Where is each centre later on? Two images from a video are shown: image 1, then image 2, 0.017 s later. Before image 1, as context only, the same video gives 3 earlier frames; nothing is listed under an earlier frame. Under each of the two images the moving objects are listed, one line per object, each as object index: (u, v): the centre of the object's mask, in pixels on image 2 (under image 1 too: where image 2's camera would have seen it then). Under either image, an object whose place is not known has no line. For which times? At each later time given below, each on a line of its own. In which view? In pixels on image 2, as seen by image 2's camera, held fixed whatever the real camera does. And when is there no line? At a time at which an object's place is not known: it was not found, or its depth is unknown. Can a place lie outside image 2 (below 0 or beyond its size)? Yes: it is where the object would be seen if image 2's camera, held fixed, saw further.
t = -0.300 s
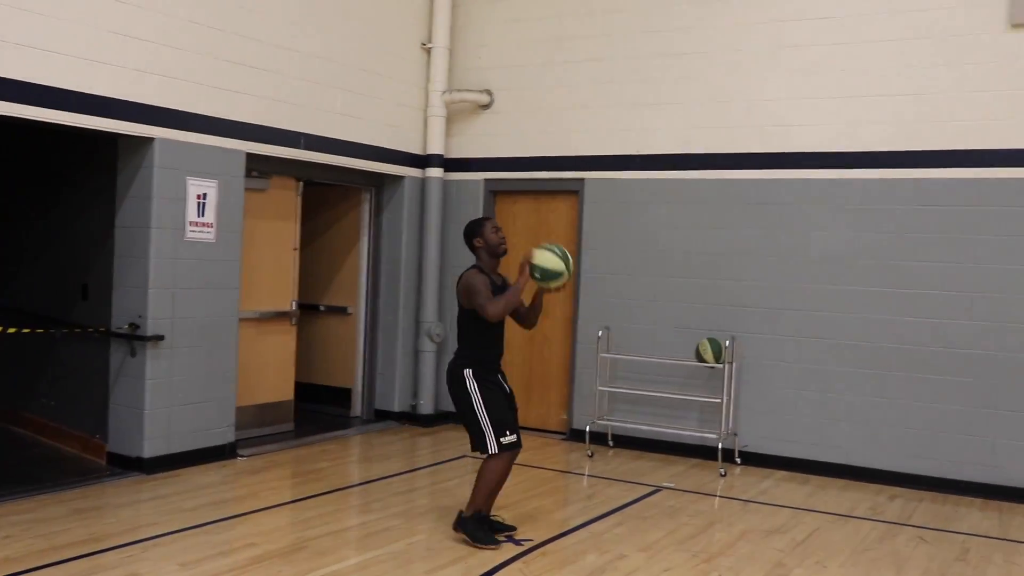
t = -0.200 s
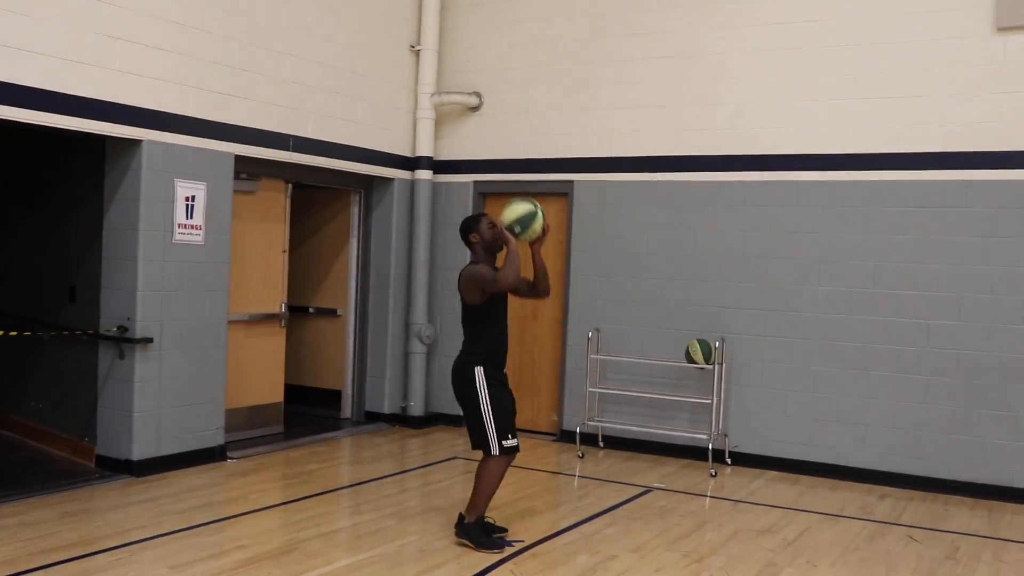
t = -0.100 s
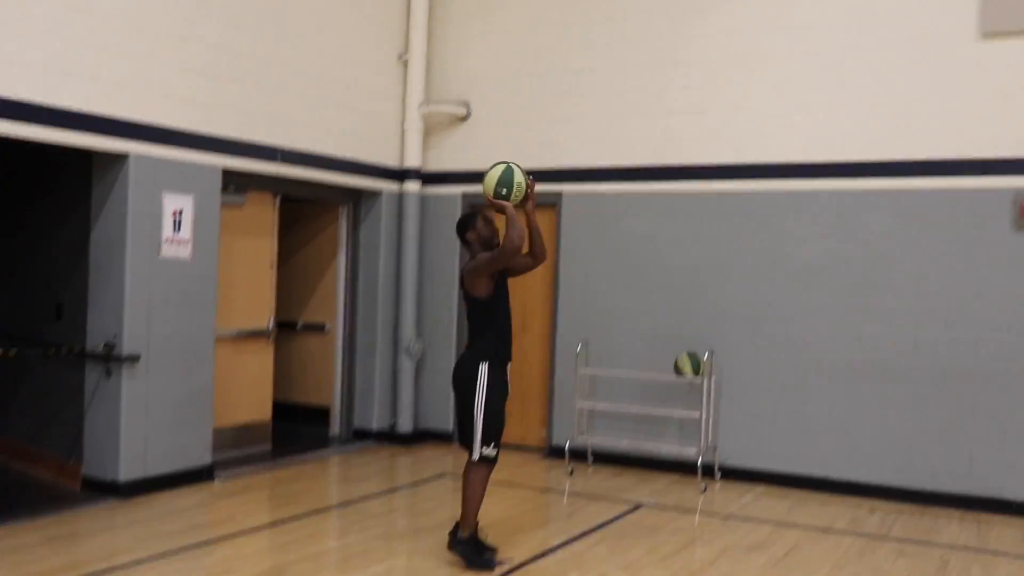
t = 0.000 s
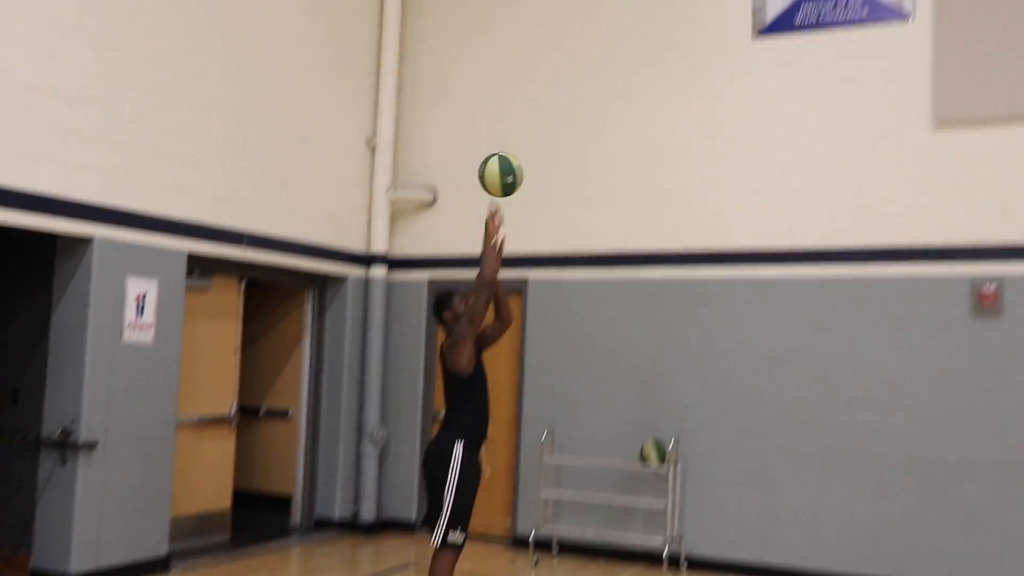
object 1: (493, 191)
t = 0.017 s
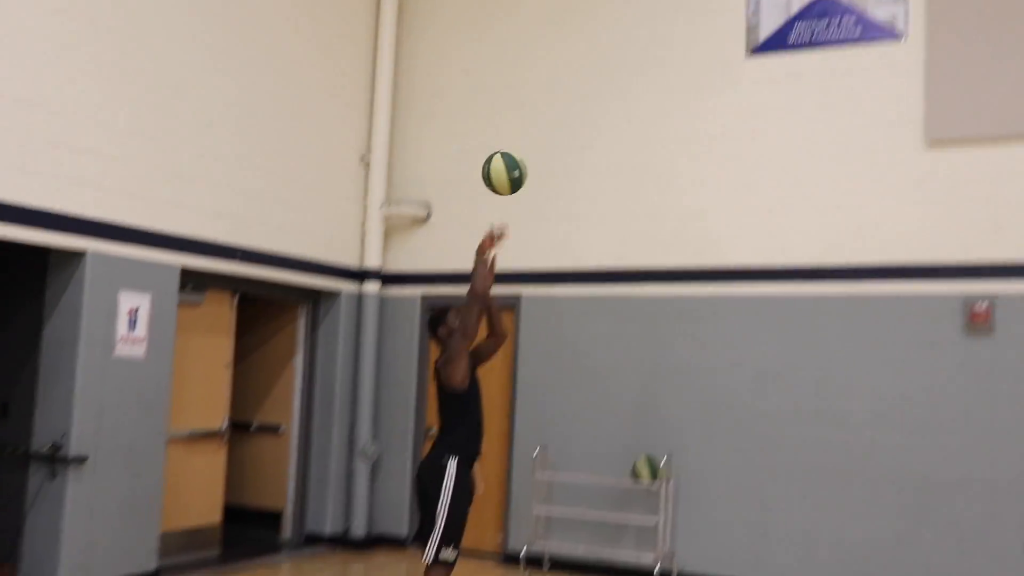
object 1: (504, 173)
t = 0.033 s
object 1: (514, 155)
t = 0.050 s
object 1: (524, 136)
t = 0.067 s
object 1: (534, 118)
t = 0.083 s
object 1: (543, 100)
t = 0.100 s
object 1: (552, 84)
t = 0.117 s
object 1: (561, 69)
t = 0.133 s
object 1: (571, 55)
